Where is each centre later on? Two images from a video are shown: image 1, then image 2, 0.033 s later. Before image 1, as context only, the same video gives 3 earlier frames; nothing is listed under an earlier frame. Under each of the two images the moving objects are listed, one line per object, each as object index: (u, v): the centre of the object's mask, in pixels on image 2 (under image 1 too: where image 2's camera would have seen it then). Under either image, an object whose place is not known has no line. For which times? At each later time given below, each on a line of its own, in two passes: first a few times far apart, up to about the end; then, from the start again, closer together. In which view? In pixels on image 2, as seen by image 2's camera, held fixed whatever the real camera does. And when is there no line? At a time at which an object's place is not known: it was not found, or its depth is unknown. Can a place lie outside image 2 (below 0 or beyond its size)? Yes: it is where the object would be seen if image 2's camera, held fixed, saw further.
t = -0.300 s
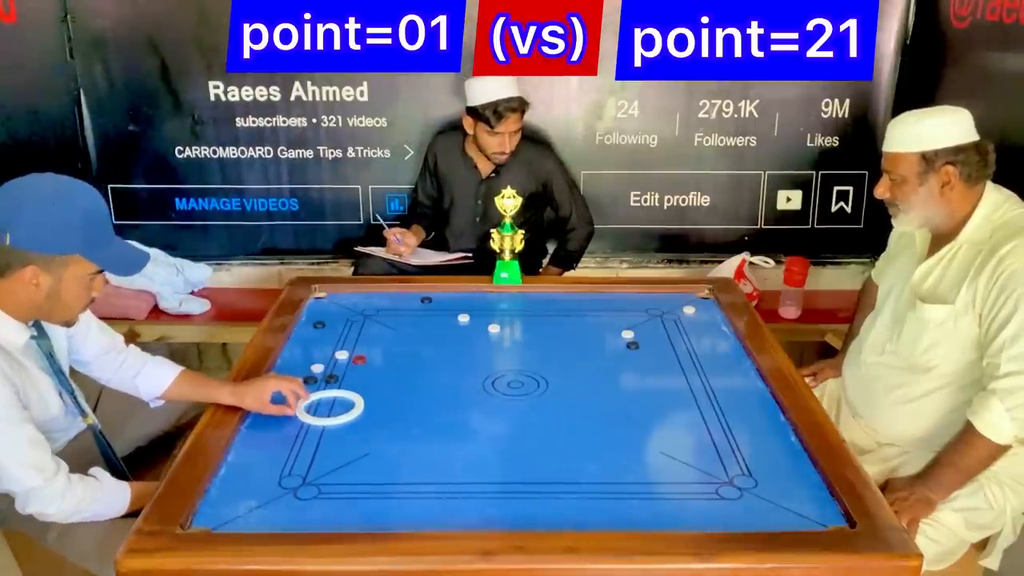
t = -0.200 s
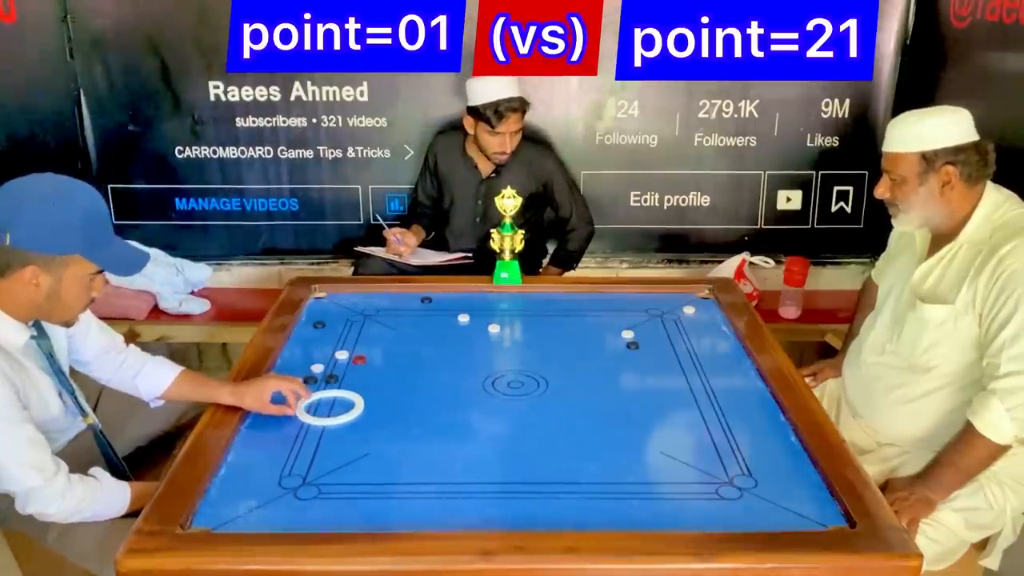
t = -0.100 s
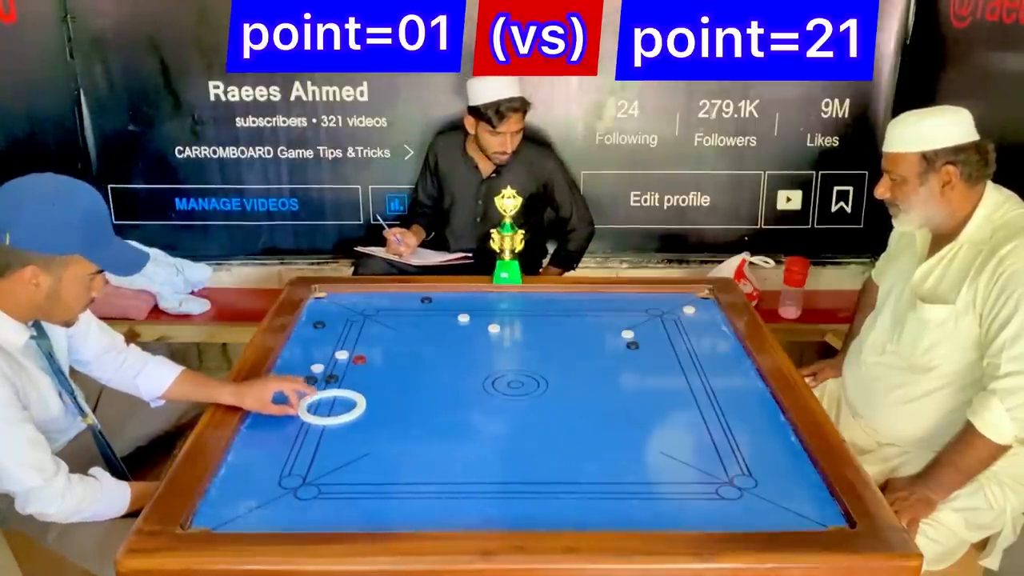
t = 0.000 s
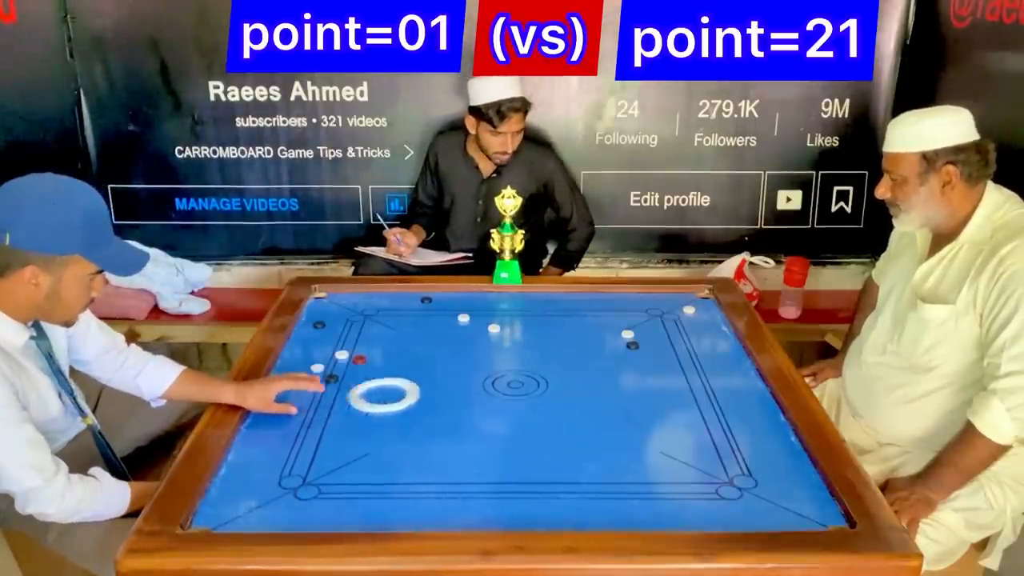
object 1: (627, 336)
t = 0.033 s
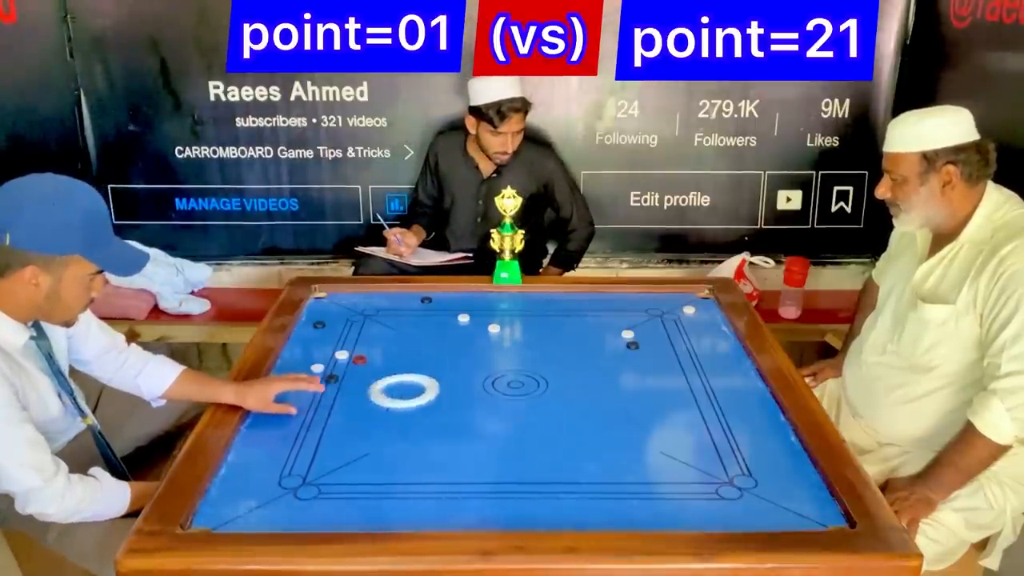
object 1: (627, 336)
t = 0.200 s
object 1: (627, 336)
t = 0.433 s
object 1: (628, 333)
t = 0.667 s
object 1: (681, 312)
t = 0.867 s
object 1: (685, 303)
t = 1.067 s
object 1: (697, 303)
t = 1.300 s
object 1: (715, 309)
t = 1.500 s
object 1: (709, 316)
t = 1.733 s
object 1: (701, 325)
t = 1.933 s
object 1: (695, 332)
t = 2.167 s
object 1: (687, 339)
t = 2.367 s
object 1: (680, 345)
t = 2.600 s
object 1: (671, 353)
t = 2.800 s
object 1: (664, 359)
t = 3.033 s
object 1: (655, 366)
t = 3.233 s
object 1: (647, 370)
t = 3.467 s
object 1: (637, 375)
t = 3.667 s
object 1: (629, 379)
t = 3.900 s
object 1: (621, 381)
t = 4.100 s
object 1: (614, 383)
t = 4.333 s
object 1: (608, 384)
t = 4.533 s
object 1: (603, 385)
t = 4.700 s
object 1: (600, 386)
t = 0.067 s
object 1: (627, 336)
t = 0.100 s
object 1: (627, 336)
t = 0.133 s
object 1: (627, 336)
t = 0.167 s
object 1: (627, 336)
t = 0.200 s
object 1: (627, 336)
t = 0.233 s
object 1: (627, 336)
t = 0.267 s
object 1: (627, 336)
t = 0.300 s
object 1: (627, 336)
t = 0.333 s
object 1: (627, 335)
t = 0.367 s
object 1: (627, 335)
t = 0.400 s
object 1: (627, 336)
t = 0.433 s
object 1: (628, 333)
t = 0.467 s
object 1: (636, 330)
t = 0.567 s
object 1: (660, 321)
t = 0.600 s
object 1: (668, 318)
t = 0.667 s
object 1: (681, 312)
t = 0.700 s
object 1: (682, 312)
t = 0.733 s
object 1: (682, 311)
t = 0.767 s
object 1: (683, 310)
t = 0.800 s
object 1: (684, 307)
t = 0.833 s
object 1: (684, 305)
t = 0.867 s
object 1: (685, 303)
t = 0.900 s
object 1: (685, 302)
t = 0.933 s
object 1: (687, 301)
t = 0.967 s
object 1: (689, 300)
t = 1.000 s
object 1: (692, 301)
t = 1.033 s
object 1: (695, 302)
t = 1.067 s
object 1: (697, 303)
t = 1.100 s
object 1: (700, 303)
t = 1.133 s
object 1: (703, 304)
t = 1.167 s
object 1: (706, 306)
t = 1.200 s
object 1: (708, 306)
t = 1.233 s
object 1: (710, 307)
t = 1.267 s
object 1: (713, 308)
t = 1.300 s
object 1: (715, 309)
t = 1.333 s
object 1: (714, 309)
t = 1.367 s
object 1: (713, 311)
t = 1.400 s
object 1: (712, 312)
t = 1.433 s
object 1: (711, 314)
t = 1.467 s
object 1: (710, 315)
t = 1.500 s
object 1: (709, 316)
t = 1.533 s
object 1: (708, 317)
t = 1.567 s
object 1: (706, 319)
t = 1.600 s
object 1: (706, 320)
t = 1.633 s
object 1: (705, 321)
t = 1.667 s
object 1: (703, 322)
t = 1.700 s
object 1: (702, 324)
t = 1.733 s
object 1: (701, 325)
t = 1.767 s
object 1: (700, 326)
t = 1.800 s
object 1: (699, 327)
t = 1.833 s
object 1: (698, 328)
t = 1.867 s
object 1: (697, 329)
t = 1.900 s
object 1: (696, 331)
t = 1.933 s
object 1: (695, 332)
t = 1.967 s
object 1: (694, 333)
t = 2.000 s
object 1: (693, 334)
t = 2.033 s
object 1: (692, 335)
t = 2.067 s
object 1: (691, 336)
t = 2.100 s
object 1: (689, 338)
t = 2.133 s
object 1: (688, 338)
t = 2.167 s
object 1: (687, 339)
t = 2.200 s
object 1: (686, 340)
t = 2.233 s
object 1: (684, 341)
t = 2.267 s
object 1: (683, 342)
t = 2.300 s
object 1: (682, 343)
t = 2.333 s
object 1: (681, 345)
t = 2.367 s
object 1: (680, 345)
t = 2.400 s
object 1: (679, 346)
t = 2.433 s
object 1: (678, 348)
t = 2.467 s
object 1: (676, 349)
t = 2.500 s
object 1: (675, 350)
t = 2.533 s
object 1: (674, 351)
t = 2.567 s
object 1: (673, 352)
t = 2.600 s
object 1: (671, 353)
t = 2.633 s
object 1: (670, 354)
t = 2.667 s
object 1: (669, 355)
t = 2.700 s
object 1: (668, 356)
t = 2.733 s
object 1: (666, 357)
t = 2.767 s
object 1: (665, 358)
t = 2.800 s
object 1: (664, 359)
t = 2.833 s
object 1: (663, 360)
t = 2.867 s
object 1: (662, 361)
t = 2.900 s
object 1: (660, 362)
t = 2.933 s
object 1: (659, 363)
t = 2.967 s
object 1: (658, 364)
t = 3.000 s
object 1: (656, 365)
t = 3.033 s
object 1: (655, 366)
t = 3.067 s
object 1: (654, 366)
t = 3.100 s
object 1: (652, 367)
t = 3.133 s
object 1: (651, 368)
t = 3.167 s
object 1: (650, 369)
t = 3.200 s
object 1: (648, 369)
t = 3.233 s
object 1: (647, 370)
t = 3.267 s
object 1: (645, 371)
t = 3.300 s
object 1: (644, 372)
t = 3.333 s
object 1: (643, 372)
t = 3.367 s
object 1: (641, 373)
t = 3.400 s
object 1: (640, 374)
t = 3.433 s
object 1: (639, 375)
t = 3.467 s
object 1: (637, 375)
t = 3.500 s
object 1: (636, 376)
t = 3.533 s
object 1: (634, 376)
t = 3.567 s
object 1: (633, 377)
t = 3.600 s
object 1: (631, 378)
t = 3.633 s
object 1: (630, 378)
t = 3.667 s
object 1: (629, 379)
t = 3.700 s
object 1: (627, 379)
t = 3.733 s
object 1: (626, 380)
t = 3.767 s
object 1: (625, 380)
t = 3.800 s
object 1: (624, 380)
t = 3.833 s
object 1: (623, 380)
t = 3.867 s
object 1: (622, 381)
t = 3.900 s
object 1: (621, 381)
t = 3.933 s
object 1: (619, 382)
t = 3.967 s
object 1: (618, 382)
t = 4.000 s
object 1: (617, 382)
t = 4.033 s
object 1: (616, 383)
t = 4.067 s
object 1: (615, 382)
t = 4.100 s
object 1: (614, 383)
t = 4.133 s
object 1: (613, 383)
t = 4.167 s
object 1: (612, 383)
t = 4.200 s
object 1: (612, 384)
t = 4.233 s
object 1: (611, 384)
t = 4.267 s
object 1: (610, 384)
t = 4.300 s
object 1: (609, 384)
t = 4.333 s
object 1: (608, 384)
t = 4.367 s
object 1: (607, 384)
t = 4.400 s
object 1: (606, 384)
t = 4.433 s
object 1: (606, 385)
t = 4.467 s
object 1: (605, 385)
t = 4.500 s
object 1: (604, 385)
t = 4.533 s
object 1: (603, 385)
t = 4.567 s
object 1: (603, 385)
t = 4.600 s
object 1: (602, 385)
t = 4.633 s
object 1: (601, 385)
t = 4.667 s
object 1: (600, 385)
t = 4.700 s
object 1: (600, 386)
